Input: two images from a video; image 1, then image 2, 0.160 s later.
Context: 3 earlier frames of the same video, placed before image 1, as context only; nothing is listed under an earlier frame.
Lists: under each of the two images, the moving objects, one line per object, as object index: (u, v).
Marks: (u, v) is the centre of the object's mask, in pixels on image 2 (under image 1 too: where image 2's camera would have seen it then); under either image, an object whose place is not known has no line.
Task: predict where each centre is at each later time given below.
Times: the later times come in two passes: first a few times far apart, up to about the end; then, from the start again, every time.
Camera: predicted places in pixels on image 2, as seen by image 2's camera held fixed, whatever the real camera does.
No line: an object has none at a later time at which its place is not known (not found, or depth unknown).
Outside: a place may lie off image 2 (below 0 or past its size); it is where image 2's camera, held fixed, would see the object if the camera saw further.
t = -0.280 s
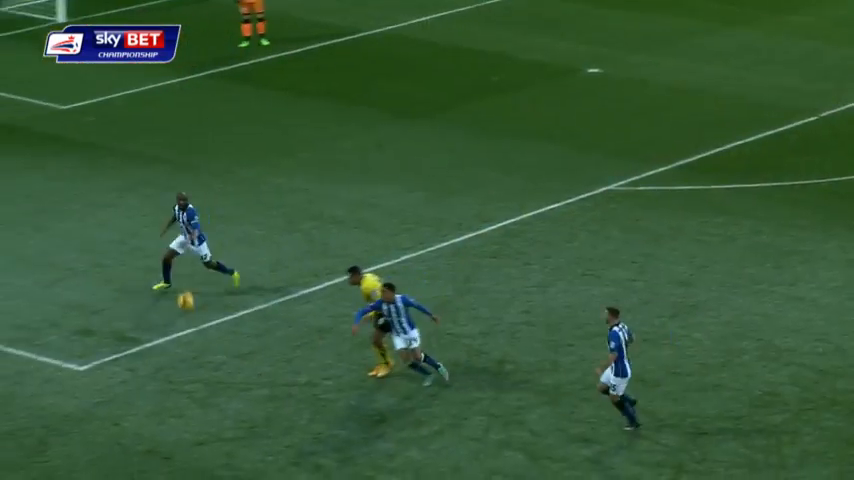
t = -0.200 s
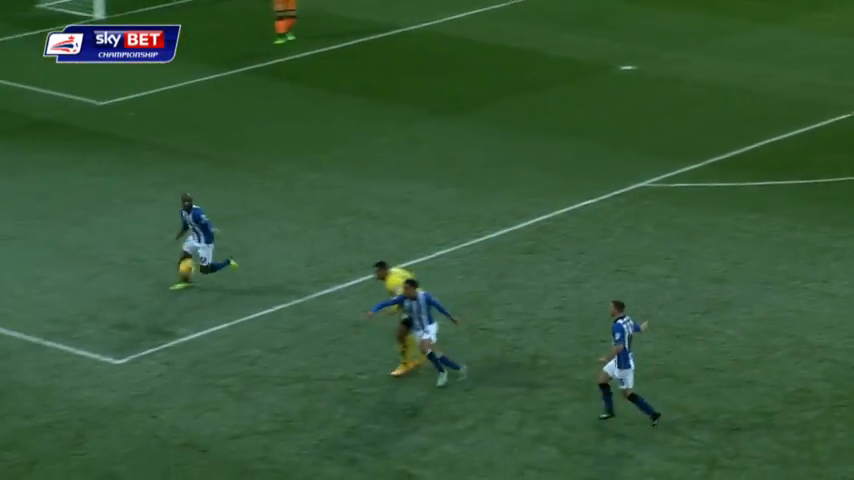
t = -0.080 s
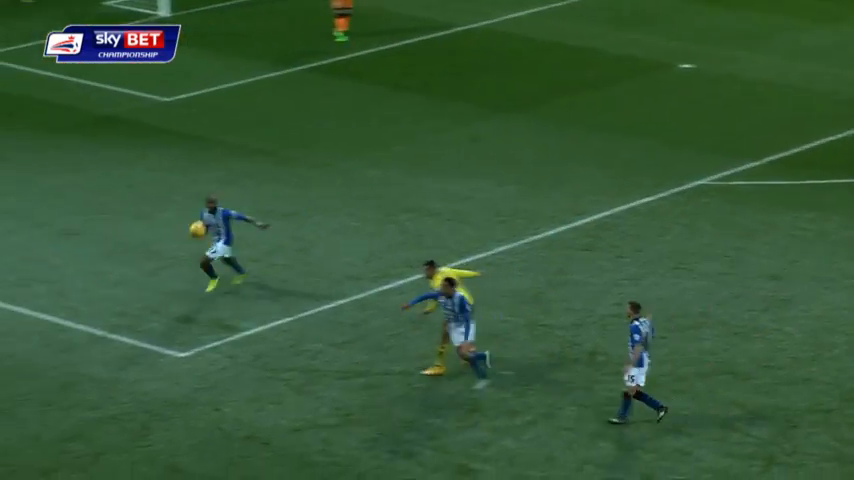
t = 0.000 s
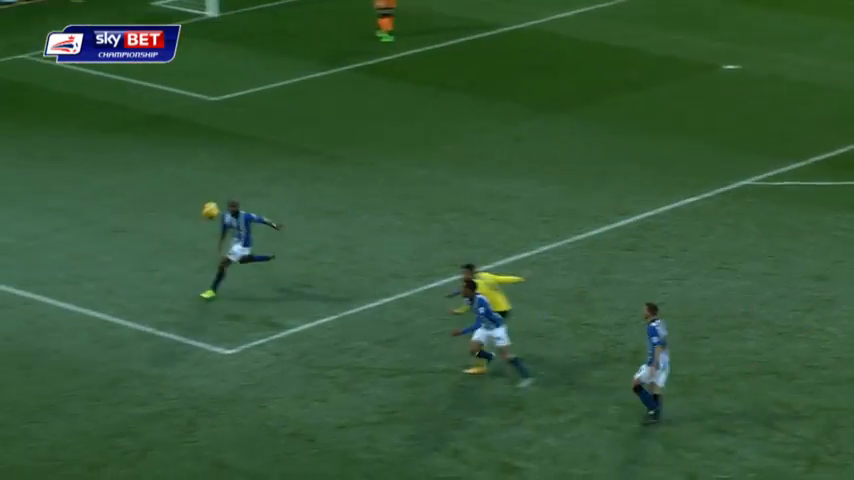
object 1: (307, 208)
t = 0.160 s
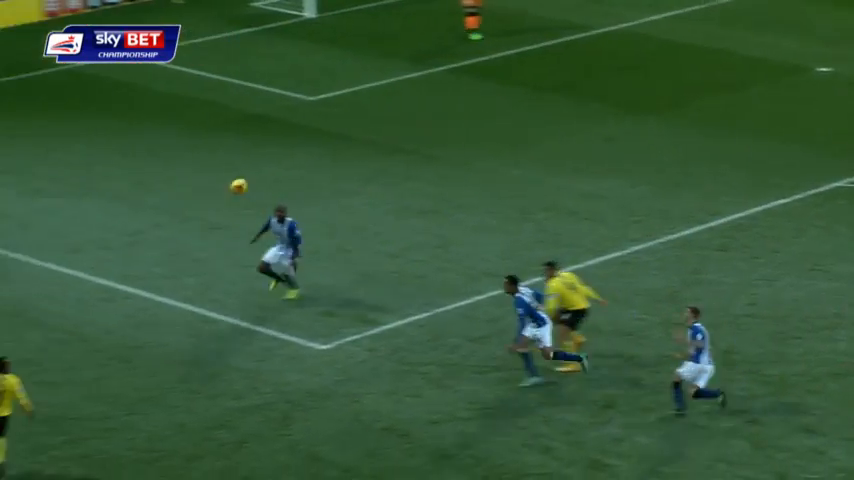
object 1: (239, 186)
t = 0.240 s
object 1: (205, 182)
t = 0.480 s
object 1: (106, 195)
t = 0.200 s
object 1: (222, 183)
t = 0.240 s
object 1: (205, 182)
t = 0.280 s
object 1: (189, 181)
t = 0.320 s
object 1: (172, 182)
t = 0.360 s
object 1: (156, 184)
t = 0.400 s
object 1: (139, 186)
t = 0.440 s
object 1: (123, 190)
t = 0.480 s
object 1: (106, 195)
